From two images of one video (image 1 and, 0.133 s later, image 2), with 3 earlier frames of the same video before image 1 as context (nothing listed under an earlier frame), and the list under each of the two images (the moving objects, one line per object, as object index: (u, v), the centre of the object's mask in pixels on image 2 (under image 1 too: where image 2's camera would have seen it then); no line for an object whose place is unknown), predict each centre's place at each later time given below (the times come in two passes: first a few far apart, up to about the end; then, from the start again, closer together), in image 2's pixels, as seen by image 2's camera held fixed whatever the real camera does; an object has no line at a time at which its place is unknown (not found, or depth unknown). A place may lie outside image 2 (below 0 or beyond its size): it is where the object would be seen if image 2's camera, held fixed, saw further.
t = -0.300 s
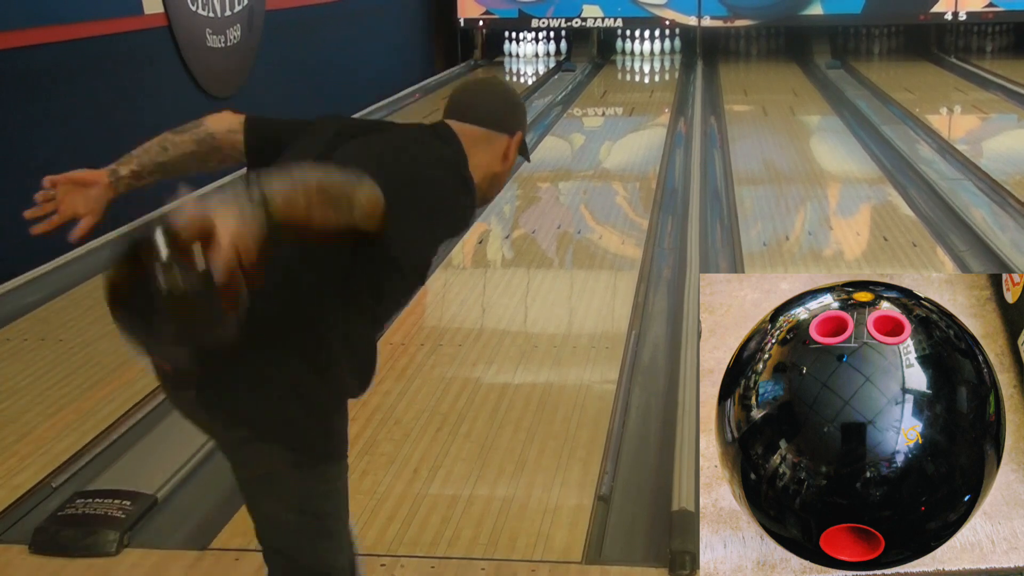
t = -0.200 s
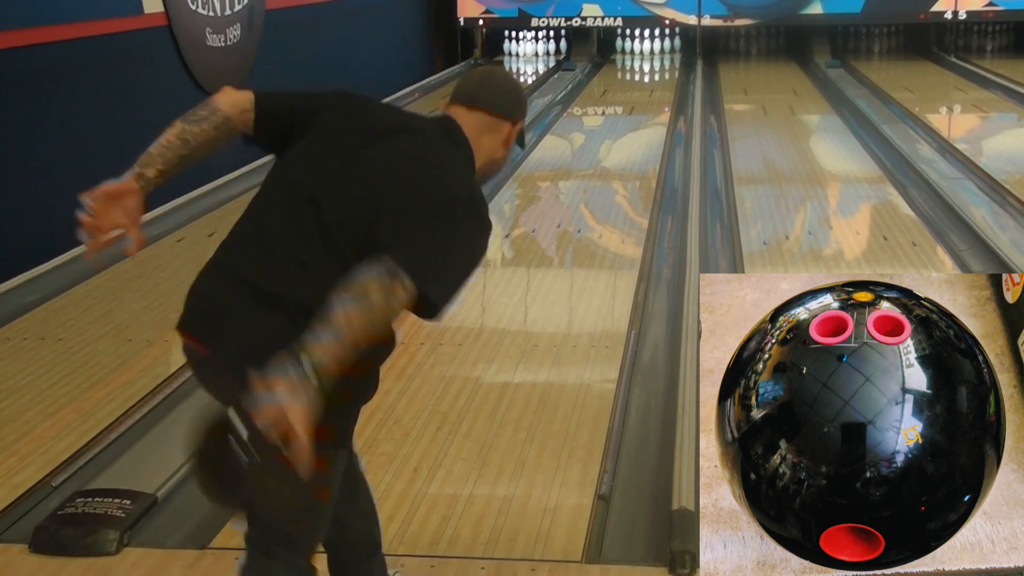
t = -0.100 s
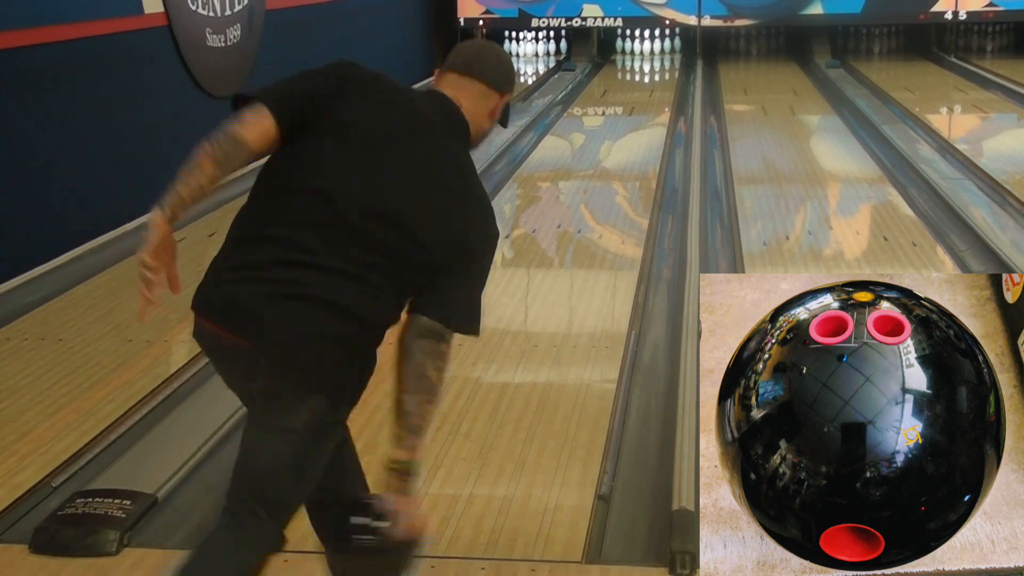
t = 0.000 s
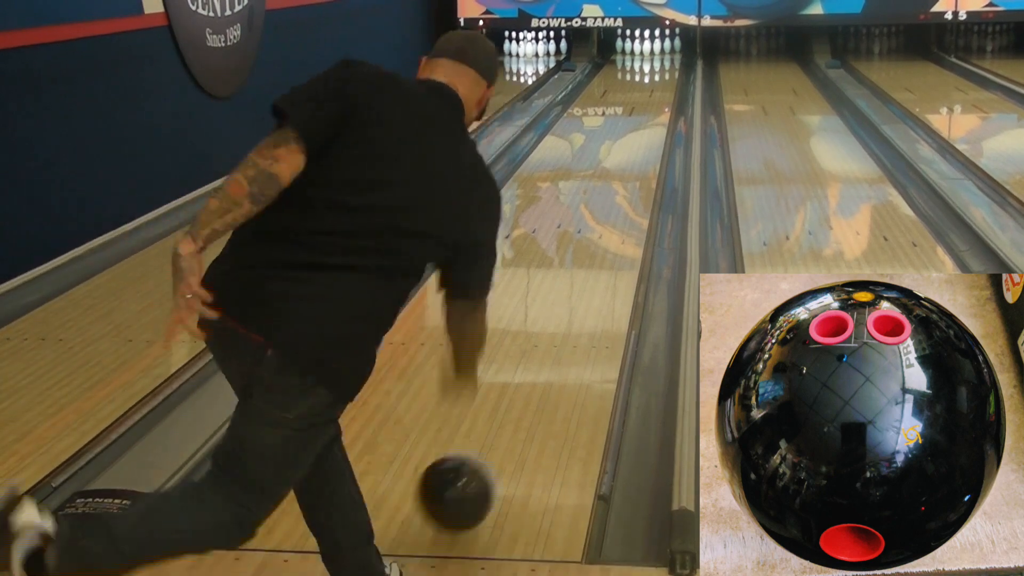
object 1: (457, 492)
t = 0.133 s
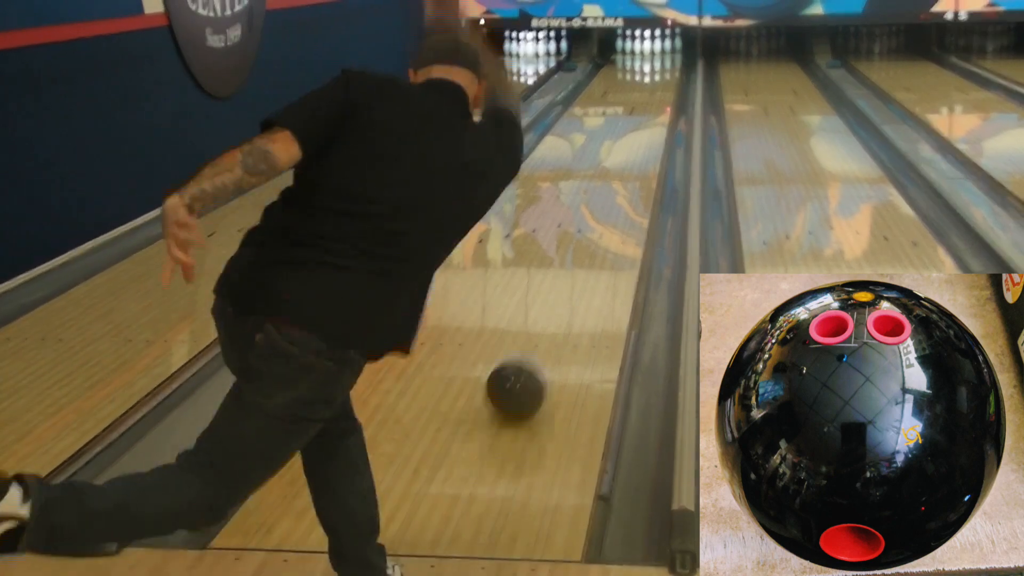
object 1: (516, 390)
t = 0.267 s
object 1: (555, 315)
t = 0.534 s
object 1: (603, 220)
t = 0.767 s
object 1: (627, 170)
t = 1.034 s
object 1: (644, 131)
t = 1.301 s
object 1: (655, 105)
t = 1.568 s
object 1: (660, 86)
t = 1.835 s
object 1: (663, 71)
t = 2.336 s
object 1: (650, 53)
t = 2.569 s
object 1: (644, 48)
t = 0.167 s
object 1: (527, 368)
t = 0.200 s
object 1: (537, 350)
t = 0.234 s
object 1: (547, 331)
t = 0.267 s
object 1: (555, 315)
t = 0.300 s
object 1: (563, 299)
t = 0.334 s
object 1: (570, 285)
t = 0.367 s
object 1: (577, 273)
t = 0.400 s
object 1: (582, 260)
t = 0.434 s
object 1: (588, 250)
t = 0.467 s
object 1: (593, 239)
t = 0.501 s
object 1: (598, 229)
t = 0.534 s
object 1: (603, 220)
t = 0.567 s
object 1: (607, 211)
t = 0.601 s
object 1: (611, 204)
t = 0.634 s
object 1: (614, 196)
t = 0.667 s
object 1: (618, 189)
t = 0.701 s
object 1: (621, 182)
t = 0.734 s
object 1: (624, 176)
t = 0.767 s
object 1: (627, 170)
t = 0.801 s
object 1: (629, 164)
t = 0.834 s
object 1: (632, 158)
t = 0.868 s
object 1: (634, 154)
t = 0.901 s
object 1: (637, 148)
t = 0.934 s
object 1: (639, 144)
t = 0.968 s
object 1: (641, 140)
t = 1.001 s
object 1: (642, 135)
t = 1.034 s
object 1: (644, 131)
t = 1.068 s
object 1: (646, 127)
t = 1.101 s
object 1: (647, 124)
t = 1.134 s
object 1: (649, 120)
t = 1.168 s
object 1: (650, 117)
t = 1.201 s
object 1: (652, 114)
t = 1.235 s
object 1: (653, 111)
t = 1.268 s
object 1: (654, 108)
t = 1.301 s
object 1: (655, 105)
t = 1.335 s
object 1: (656, 102)
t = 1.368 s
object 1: (657, 100)
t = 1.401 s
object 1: (657, 97)
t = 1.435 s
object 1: (658, 95)
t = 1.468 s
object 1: (659, 92)
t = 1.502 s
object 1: (659, 90)
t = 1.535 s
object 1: (660, 88)
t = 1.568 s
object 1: (660, 86)
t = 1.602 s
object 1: (661, 83)
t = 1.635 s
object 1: (661, 82)
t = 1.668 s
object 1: (662, 80)
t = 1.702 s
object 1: (662, 78)
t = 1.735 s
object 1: (662, 76)
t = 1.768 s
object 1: (663, 74)
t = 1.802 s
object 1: (662, 73)
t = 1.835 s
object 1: (663, 71)
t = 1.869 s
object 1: (662, 69)
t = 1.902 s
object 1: (662, 68)
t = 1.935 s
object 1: (661, 67)
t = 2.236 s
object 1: (655, 56)
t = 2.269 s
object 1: (653, 54)
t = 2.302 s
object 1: (652, 53)
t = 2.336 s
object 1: (650, 53)
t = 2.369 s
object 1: (649, 52)
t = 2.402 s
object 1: (648, 51)
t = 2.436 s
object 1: (647, 50)
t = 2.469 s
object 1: (646, 50)
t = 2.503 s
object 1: (645, 50)
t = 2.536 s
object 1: (645, 50)
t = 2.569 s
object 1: (644, 48)
